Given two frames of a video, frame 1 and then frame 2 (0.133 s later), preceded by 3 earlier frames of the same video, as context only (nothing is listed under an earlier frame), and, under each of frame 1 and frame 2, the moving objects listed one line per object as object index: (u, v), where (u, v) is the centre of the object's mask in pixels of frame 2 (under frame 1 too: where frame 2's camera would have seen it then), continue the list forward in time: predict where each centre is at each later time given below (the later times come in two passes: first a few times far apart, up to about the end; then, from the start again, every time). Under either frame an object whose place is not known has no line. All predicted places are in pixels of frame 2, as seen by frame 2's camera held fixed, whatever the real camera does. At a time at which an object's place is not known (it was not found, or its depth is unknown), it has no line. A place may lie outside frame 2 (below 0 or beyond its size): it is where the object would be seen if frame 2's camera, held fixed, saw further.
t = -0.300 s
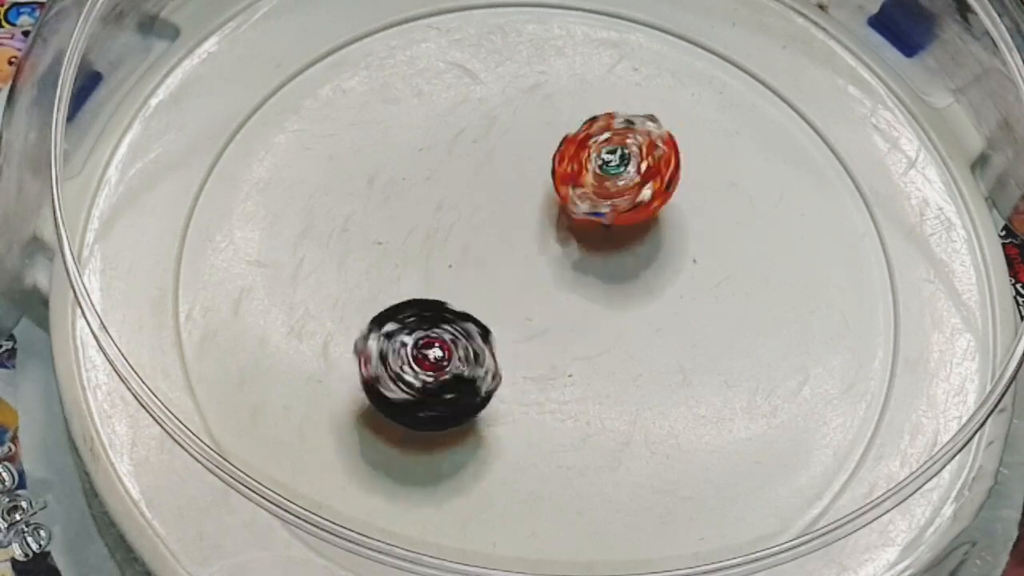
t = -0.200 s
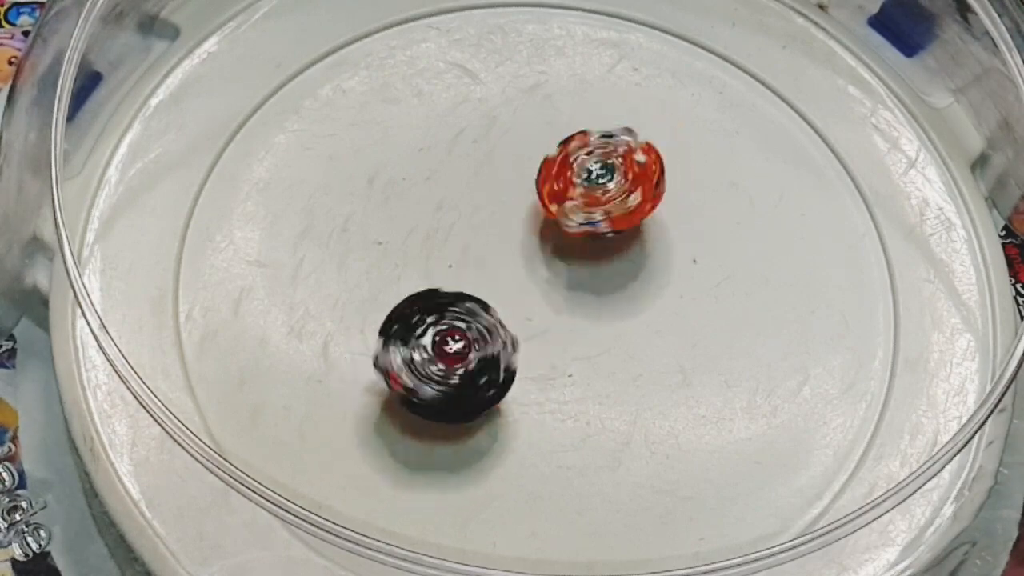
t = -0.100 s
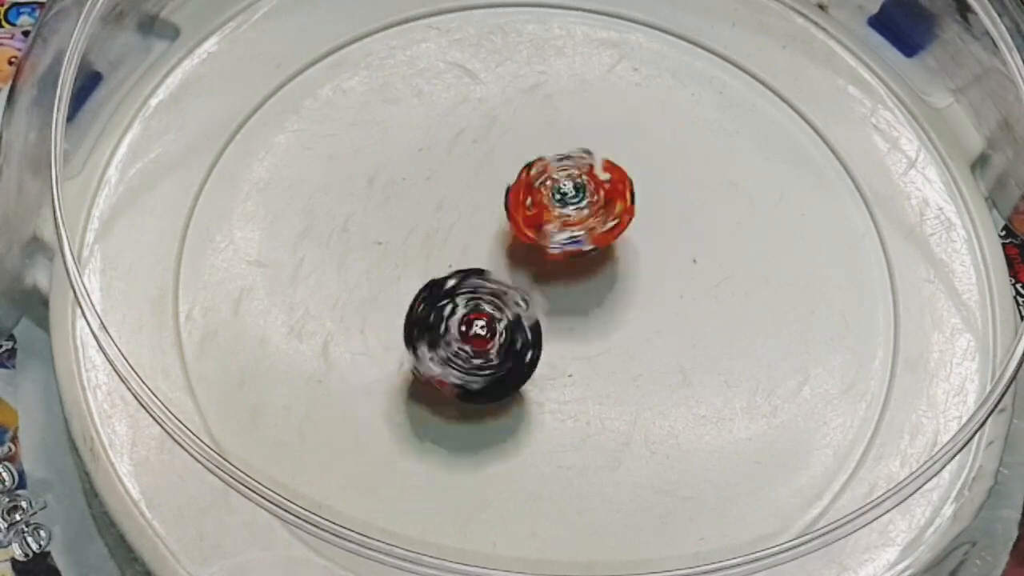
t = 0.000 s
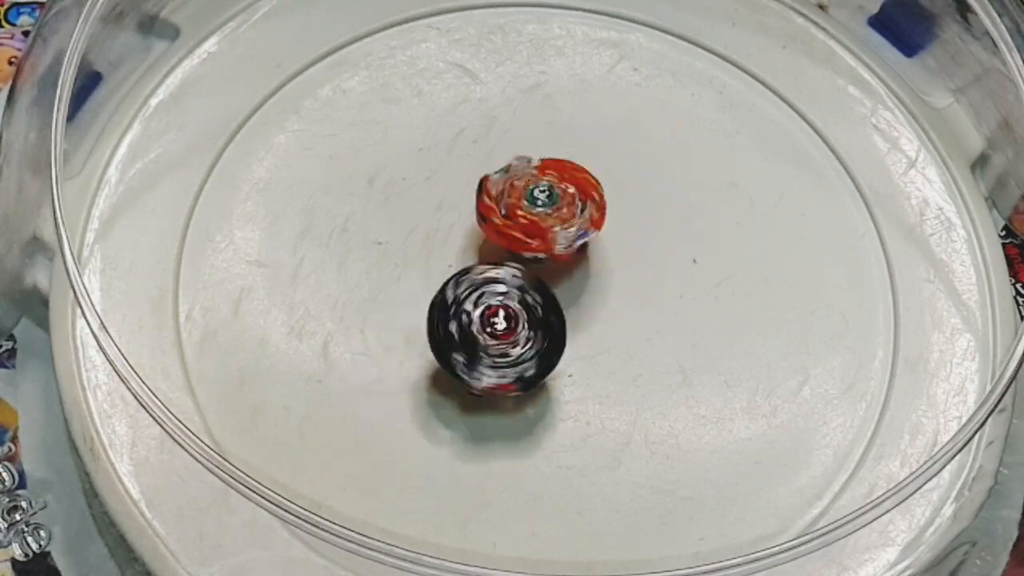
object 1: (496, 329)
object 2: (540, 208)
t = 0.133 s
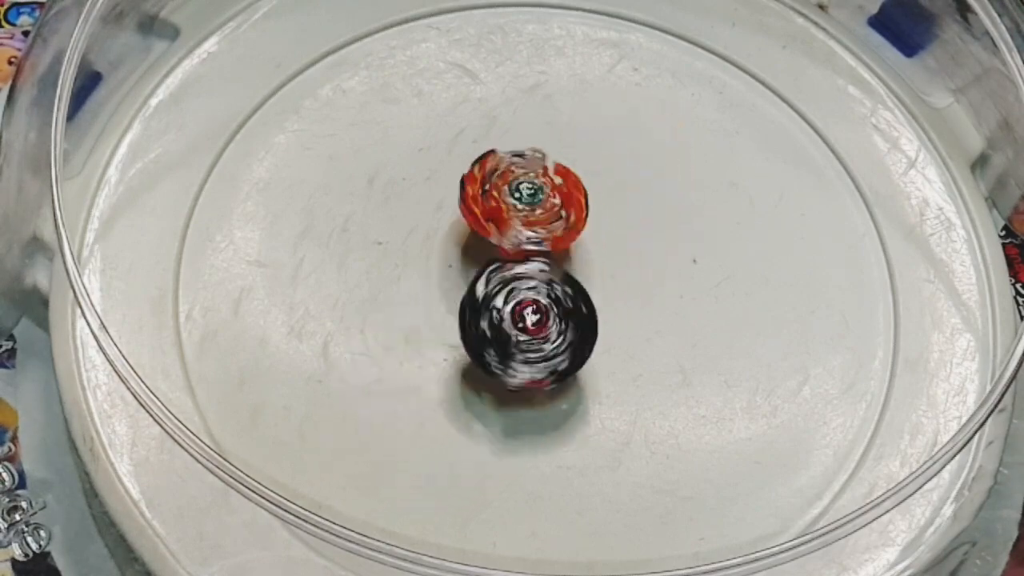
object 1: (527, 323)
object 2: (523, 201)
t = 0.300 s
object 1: (564, 360)
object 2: (512, 138)
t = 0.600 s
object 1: (599, 366)
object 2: (509, 138)
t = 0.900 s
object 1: (606, 344)
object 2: (504, 241)
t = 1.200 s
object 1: (644, 359)
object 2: (445, 252)
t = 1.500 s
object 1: (646, 326)
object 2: (455, 254)
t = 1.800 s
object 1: (636, 258)
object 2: (495, 293)
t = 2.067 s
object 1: (622, 212)
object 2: (501, 320)
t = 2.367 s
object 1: (610, 193)
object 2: (504, 318)
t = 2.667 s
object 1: (586, 196)
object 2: (534, 316)
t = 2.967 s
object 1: (556, 192)
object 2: (537, 343)
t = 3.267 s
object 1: (538, 183)
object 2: (534, 333)
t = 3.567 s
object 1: (541, 171)
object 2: (533, 318)
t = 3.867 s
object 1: (547, 161)
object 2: (525, 325)
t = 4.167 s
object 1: (553, 152)
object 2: (519, 330)
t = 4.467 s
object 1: (559, 145)
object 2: (516, 335)
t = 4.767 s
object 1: (562, 137)
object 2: (512, 343)
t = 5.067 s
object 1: (565, 129)
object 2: (508, 351)
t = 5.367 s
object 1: (571, 122)
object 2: (502, 357)
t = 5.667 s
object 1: (575, 119)
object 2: (496, 363)
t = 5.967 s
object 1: (578, 117)
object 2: (491, 366)
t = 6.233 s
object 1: (579, 113)
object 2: (487, 367)
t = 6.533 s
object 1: (580, 109)
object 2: (485, 367)
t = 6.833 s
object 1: (584, 106)
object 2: (484, 368)
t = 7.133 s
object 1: (587, 105)
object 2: (484, 369)
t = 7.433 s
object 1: (589, 106)
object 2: (484, 370)
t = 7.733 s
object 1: (589, 103)
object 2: (485, 371)
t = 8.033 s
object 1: (589, 100)
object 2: (486, 373)
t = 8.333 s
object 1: (592, 98)
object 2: (486, 375)
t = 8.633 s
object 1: (594, 98)
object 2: (485, 377)
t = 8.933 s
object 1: (595, 100)
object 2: (483, 378)
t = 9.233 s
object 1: (595, 100)
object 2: (482, 379)
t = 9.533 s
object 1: (593, 99)
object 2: (481, 379)
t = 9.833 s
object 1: (596, 122)
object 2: (484, 363)
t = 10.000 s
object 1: (596, 187)
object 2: (522, 317)
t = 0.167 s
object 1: (530, 341)
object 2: (524, 181)
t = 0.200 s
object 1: (536, 350)
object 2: (520, 165)
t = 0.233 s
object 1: (545, 354)
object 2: (514, 153)
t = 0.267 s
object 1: (555, 358)
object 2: (512, 143)
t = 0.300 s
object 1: (564, 360)
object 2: (512, 138)
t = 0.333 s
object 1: (572, 362)
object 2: (510, 132)
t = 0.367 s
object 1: (579, 363)
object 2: (509, 131)
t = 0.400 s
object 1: (584, 363)
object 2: (509, 131)
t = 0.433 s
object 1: (589, 364)
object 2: (510, 128)
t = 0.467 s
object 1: (591, 366)
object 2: (508, 128)
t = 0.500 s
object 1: (594, 366)
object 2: (509, 130)
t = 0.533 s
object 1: (595, 366)
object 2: (510, 131)
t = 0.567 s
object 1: (597, 366)
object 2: (511, 133)
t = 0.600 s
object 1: (599, 366)
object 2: (509, 138)
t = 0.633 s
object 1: (600, 365)
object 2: (510, 141)
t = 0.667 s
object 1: (602, 363)
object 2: (511, 145)
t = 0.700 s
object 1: (604, 362)
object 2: (511, 151)
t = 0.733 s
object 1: (605, 360)
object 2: (511, 162)
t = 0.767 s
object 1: (605, 358)
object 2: (512, 175)
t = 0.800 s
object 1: (604, 355)
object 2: (512, 188)
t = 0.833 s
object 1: (605, 351)
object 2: (510, 206)
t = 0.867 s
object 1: (605, 347)
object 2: (508, 223)
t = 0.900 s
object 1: (606, 344)
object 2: (504, 241)
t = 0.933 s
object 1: (607, 341)
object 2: (500, 258)
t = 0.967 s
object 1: (624, 359)
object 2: (484, 251)
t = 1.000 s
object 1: (633, 371)
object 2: (472, 250)
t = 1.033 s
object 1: (633, 372)
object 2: (464, 250)
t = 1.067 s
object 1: (637, 367)
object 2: (457, 250)
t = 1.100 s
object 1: (640, 367)
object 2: (453, 250)
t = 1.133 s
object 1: (641, 364)
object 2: (451, 251)
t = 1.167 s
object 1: (643, 362)
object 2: (448, 251)
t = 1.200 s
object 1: (644, 359)
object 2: (445, 252)
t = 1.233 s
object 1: (644, 357)
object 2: (445, 250)
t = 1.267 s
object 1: (645, 354)
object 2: (444, 250)
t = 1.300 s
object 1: (645, 351)
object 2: (444, 251)
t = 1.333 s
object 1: (645, 348)
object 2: (445, 250)
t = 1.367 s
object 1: (646, 344)
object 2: (446, 248)
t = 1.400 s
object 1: (646, 340)
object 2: (448, 251)
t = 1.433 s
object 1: (646, 336)
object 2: (449, 251)
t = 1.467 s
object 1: (646, 331)
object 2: (451, 252)
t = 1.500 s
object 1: (646, 326)
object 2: (455, 254)
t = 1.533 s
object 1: (646, 320)
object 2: (458, 255)
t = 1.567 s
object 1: (645, 313)
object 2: (461, 256)
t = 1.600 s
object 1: (644, 305)
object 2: (466, 260)
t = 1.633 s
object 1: (643, 297)
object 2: (470, 263)
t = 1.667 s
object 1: (642, 290)
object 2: (474, 268)
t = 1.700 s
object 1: (640, 281)
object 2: (481, 273)
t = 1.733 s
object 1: (639, 273)
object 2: (486, 279)
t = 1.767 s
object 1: (637, 265)
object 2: (489, 287)
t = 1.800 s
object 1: (636, 258)
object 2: (495, 293)
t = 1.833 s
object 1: (634, 250)
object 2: (496, 297)
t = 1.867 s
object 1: (632, 243)
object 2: (498, 305)
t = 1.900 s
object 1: (630, 235)
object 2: (499, 309)
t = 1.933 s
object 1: (628, 229)
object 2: (499, 312)
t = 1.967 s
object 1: (627, 224)
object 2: (500, 315)
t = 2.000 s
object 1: (625, 219)
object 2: (499, 316)
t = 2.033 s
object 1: (623, 215)
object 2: (499, 318)
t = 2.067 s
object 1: (622, 212)
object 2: (501, 320)
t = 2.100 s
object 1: (622, 208)
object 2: (500, 321)
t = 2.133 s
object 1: (621, 204)
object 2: (499, 322)
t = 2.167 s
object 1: (621, 200)
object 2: (500, 322)
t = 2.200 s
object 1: (619, 198)
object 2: (499, 321)
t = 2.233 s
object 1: (618, 196)
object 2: (499, 323)
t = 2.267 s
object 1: (616, 195)
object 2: (500, 321)
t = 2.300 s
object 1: (614, 194)
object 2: (500, 319)
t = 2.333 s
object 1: (612, 193)
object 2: (503, 319)
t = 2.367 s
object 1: (610, 193)
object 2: (504, 318)
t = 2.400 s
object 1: (608, 193)
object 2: (506, 318)
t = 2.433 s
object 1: (605, 193)
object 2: (509, 317)
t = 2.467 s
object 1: (603, 194)
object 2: (511, 314)
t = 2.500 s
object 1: (601, 195)
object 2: (516, 316)
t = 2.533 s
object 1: (599, 195)
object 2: (519, 314)
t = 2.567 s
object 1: (597, 196)
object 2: (522, 314)
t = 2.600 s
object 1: (595, 196)
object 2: (528, 314)
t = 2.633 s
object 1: (591, 195)
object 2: (531, 314)
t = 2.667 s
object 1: (586, 196)
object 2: (534, 316)
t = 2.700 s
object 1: (582, 197)
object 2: (539, 317)
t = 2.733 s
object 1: (577, 198)
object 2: (541, 317)
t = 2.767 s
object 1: (571, 200)
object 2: (545, 319)
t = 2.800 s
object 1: (567, 200)
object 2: (547, 320)
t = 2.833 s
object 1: (563, 201)
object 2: (546, 322)
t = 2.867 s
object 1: (562, 199)
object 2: (544, 326)
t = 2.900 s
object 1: (562, 196)
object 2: (543, 334)
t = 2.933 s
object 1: (559, 195)
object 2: (540, 339)
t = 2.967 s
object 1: (556, 192)
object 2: (537, 343)
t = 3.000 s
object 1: (555, 190)
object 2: (537, 345)
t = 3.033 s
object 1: (552, 188)
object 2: (535, 345)
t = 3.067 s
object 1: (549, 186)
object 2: (536, 346)
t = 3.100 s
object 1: (547, 185)
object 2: (535, 345)
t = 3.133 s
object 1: (544, 184)
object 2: (535, 345)
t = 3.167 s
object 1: (541, 183)
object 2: (534, 344)
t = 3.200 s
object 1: (540, 183)
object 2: (534, 341)
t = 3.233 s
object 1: (540, 183)
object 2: (535, 338)
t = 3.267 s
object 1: (538, 183)
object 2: (534, 333)
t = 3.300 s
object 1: (536, 183)
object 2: (535, 326)
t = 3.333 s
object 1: (535, 183)
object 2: (538, 318)
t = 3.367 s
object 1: (533, 184)
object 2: (540, 310)
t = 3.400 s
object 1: (537, 177)
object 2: (538, 312)
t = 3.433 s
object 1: (538, 176)
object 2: (537, 313)
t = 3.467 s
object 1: (539, 175)
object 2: (536, 314)
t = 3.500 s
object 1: (540, 174)
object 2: (535, 315)
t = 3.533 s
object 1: (541, 172)
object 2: (534, 317)
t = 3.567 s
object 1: (541, 171)
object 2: (533, 318)
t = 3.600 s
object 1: (542, 170)
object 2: (532, 319)
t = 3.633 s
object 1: (543, 169)
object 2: (531, 319)
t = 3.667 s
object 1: (543, 168)
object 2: (530, 320)
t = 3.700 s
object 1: (544, 167)
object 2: (529, 321)
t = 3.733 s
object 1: (545, 166)
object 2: (529, 322)
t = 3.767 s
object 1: (546, 165)
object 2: (528, 323)
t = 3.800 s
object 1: (546, 164)
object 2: (527, 323)
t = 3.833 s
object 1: (547, 163)
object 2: (526, 324)
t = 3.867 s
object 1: (547, 161)
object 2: (525, 325)
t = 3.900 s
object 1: (548, 161)
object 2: (524, 325)
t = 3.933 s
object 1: (549, 159)
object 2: (523, 326)
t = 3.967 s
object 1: (549, 158)
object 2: (523, 327)
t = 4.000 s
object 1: (550, 157)
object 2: (522, 327)
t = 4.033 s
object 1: (550, 156)
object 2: (521, 328)
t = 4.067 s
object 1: (550, 155)
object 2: (521, 328)
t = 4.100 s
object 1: (551, 154)
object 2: (520, 329)
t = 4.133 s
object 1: (552, 153)
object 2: (520, 330)
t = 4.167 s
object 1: (553, 152)
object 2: (519, 330)
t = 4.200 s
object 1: (553, 151)
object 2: (519, 331)
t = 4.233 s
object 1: (554, 150)
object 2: (518, 331)
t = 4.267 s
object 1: (555, 149)
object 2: (518, 332)
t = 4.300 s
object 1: (555, 148)
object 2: (517, 332)
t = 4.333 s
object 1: (556, 147)
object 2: (517, 333)
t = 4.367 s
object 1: (557, 146)
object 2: (517, 333)
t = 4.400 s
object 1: (557, 146)
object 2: (516, 334)
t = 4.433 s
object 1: (558, 145)
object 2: (516, 335)
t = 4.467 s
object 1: (559, 145)
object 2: (516, 335)
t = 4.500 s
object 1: (559, 143)
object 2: (515, 336)
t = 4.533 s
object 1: (559, 143)
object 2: (515, 337)
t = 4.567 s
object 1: (560, 142)
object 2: (515, 338)
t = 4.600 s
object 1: (561, 141)
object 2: (514, 339)
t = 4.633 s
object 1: (561, 140)
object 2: (514, 339)
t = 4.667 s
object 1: (561, 139)
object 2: (513, 341)
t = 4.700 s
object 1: (561, 139)
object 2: (513, 341)
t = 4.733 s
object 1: (562, 138)
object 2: (512, 342)
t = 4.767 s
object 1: (562, 137)
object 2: (512, 343)
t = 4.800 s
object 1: (562, 136)
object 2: (511, 344)
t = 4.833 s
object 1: (563, 135)
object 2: (511, 345)
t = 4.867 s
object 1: (563, 134)
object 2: (511, 345)
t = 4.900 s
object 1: (563, 133)
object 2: (510, 346)
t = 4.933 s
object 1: (564, 133)
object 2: (510, 347)
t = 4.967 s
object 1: (564, 132)
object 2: (509, 348)
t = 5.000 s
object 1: (564, 131)
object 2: (509, 349)
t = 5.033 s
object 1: (565, 130)
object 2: (508, 350)
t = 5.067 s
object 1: (565, 129)
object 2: (508, 351)
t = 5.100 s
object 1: (565, 128)
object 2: (507, 352)
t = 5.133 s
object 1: (566, 127)
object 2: (506, 352)
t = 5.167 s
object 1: (567, 127)
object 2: (506, 353)
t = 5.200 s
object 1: (568, 126)
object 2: (505, 354)
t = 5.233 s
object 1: (568, 125)
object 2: (505, 355)
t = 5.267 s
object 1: (569, 124)
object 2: (504, 355)
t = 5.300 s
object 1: (570, 124)
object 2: (503, 356)
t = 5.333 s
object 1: (570, 123)
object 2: (502, 357)
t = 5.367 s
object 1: (571, 122)
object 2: (502, 357)
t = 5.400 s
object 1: (571, 122)
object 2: (502, 358)
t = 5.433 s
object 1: (572, 121)
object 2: (501, 358)
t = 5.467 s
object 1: (573, 121)
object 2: (500, 359)
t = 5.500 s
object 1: (573, 121)
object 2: (499, 360)
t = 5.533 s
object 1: (574, 121)
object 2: (499, 360)
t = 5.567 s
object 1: (574, 120)
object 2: (498, 360)
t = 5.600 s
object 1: (575, 120)
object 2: (498, 361)
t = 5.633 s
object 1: (575, 120)
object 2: (497, 361)
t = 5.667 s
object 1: (575, 119)
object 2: (496, 363)
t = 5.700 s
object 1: (576, 119)
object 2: (496, 362)
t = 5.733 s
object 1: (576, 119)
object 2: (495, 363)
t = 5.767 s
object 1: (576, 118)
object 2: (494, 363)
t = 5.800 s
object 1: (577, 118)
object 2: (494, 363)
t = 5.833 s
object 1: (577, 118)
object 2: (493, 364)
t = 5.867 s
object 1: (577, 117)
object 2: (493, 365)
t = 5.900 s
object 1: (577, 117)
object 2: (492, 365)
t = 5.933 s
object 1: (578, 117)
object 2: (492, 365)
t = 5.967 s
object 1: (578, 117)
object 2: (491, 366)
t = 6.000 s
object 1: (578, 116)
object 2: (490, 366)
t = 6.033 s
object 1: (578, 116)
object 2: (490, 366)
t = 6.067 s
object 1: (579, 115)
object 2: (489, 366)
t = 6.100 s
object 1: (579, 115)
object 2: (489, 366)
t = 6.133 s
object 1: (579, 114)
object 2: (488, 367)
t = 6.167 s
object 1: (579, 114)
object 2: (488, 367)
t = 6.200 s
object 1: (579, 114)
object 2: (488, 367)
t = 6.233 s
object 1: (579, 113)
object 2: (487, 367)
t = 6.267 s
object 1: (579, 113)
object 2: (486, 368)
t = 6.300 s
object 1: (579, 112)
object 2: (486, 368)
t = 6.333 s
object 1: (579, 112)
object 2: (486, 368)
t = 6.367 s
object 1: (579, 111)
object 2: (486, 368)
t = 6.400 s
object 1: (580, 111)
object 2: (486, 367)
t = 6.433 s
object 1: (580, 110)
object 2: (485, 367)
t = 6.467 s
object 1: (580, 110)
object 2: (485, 368)
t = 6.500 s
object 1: (580, 110)
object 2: (485, 368)
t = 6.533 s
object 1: (580, 109)
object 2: (485, 367)
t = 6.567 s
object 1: (581, 108)
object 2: (484, 368)
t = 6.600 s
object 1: (581, 108)
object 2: (484, 368)
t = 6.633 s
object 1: (581, 107)
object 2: (484, 368)
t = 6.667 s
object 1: (582, 107)
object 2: (484, 368)
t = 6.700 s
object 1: (582, 107)
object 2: (484, 368)
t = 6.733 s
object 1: (583, 107)
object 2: (484, 368)
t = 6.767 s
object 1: (583, 106)
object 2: (485, 368)
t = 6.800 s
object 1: (583, 106)
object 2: (484, 368)
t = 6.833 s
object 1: (584, 106)
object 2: (484, 368)
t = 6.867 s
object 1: (584, 105)
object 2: (484, 368)
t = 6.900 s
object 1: (585, 106)
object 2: (484, 368)
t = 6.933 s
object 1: (585, 105)
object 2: (484, 369)
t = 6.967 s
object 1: (586, 105)
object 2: (484, 369)
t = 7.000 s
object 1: (586, 105)
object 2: (484, 369)
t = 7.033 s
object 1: (587, 105)
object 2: (484, 369)
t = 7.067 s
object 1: (587, 105)
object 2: (484, 369)
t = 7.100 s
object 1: (587, 105)
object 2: (484, 369)
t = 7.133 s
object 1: (587, 105)
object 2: (484, 369)
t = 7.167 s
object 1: (588, 105)
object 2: (484, 369)
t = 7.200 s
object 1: (588, 105)
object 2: (484, 369)
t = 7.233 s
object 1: (588, 106)
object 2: (484, 370)
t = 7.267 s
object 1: (589, 106)
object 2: (483, 370)
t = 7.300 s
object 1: (589, 106)
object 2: (483, 370)
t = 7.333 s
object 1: (589, 106)
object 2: (483, 370)
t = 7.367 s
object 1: (589, 106)
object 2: (484, 370)
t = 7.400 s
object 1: (589, 106)
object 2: (484, 370)
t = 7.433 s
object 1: (589, 106)
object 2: (484, 370)
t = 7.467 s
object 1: (589, 105)
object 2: (484, 370)
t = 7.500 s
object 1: (589, 106)
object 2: (484, 370)
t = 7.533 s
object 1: (589, 105)
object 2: (484, 370)
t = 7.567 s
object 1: (589, 105)
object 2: (484, 370)
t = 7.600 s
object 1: (589, 105)
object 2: (485, 371)
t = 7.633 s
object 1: (589, 105)
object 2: (485, 371)
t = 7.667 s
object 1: (589, 104)
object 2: (485, 371)
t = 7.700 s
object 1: (589, 104)
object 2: (485, 371)
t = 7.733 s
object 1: (589, 103)
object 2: (485, 371)
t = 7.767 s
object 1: (589, 103)
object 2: (485, 372)
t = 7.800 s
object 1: (589, 103)
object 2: (486, 372)
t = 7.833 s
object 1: (589, 103)
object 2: (485, 372)
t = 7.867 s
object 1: (589, 102)
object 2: (486, 372)
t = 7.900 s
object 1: (589, 102)
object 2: (486, 372)
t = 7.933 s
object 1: (589, 101)
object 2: (486, 372)
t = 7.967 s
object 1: (589, 101)
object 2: (486, 372)
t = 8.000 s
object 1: (589, 101)
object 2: (486, 372)
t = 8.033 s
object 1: (589, 100)
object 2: (486, 373)
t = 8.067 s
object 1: (589, 100)
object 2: (486, 373)
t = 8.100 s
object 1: (589, 100)
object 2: (486, 373)
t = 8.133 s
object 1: (590, 100)
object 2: (486, 374)
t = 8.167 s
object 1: (590, 99)
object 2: (486, 374)
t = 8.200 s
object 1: (590, 99)
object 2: (486, 374)
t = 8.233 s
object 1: (591, 98)
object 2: (486, 374)
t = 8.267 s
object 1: (591, 98)
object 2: (486, 375)
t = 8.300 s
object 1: (591, 98)
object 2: (486, 375)
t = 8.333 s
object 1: (592, 98)
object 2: (486, 375)
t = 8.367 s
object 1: (592, 98)
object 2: (486, 375)
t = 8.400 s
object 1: (592, 98)
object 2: (486, 376)
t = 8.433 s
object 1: (593, 98)
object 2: (486, 376)
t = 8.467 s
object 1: (593, 98)
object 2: (486, 376)
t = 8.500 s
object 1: (593, 98)
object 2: (486, 376)
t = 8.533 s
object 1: (594, 99)
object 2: (486, 376)
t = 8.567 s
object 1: (594, 99)
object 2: (486, 376)
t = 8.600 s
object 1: (594, 99)
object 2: (485, 376)
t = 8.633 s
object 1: (594, 98)
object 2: (485, 377)
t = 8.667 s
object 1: (594, 99)
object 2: (485, 377)
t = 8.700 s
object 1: (594, 99)
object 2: (485, 377)
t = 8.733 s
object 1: (595, 99)
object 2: (484, 377)
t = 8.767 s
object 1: (595, 99)
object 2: (484, 377)
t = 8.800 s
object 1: (595, 100)
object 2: (484, 378)
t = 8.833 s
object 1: (595, 100)
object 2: (484, 378)
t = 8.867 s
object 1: (595, 100)
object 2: (484, 378)
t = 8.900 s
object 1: (595, 100)
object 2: (483, 378)
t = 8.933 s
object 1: (595, 100)
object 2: (483, 378)
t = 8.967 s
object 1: (595, 101)
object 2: (483, 378)
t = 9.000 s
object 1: (595, 101)
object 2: (483, 378)
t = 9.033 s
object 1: (595, 101)
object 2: (483, 378)
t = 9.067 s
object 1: (595, 100)
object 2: (482, 378)
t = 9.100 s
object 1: (595, 101)
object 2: (482, 378)
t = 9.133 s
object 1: (595, 101)
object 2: (482, 378)
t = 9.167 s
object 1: (595, 100)
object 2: (482, 378)
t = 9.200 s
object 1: (595, 100)
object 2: (482, 378)
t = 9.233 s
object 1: (595, 100)
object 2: (482, 379)
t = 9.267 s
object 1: (594, 100)
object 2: (482, 379)
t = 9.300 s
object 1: (594, 100)
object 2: (482, 379)
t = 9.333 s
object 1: (594, 100)
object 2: (482, 379)
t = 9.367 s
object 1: (594, 100)
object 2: (482, 379)
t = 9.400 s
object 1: (594, 100)
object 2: (482, 379)
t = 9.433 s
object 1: (593, 100)
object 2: (482, 379)
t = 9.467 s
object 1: (593, 99)
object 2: (482, 379)
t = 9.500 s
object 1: (593, 99)
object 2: (481, 378)
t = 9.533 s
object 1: (593, 99)
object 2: (481, 379)
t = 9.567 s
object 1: (593, 98)
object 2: (481, 379)
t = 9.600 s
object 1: (593, 98)
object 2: (481, 379)
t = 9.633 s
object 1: (593, 98)
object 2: (481, 379)
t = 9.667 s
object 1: (597, 97)
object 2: (480, 376)
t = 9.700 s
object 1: (594, 99)
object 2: (480, 376)
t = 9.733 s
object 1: (597, 104)
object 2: (481, 375)
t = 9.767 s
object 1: (599, 106)
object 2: (483, 373)
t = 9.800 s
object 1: (597, 112)
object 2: (480, 367)
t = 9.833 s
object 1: (596, 122)
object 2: (484, 363)
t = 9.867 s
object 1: (599, 129)
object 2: (487, 357)
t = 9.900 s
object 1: (598, 138)
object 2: (491, 345)
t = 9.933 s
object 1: (595, 155)
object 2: (499, 337)
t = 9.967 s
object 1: (598, 171)
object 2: (508, 326)
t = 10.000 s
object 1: (596, 187)
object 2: (522, 317)
